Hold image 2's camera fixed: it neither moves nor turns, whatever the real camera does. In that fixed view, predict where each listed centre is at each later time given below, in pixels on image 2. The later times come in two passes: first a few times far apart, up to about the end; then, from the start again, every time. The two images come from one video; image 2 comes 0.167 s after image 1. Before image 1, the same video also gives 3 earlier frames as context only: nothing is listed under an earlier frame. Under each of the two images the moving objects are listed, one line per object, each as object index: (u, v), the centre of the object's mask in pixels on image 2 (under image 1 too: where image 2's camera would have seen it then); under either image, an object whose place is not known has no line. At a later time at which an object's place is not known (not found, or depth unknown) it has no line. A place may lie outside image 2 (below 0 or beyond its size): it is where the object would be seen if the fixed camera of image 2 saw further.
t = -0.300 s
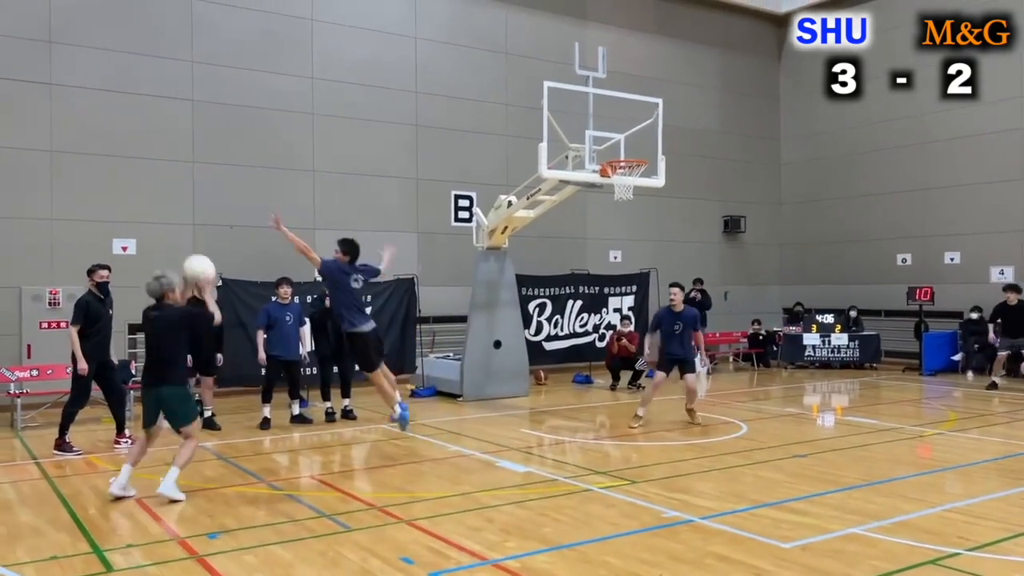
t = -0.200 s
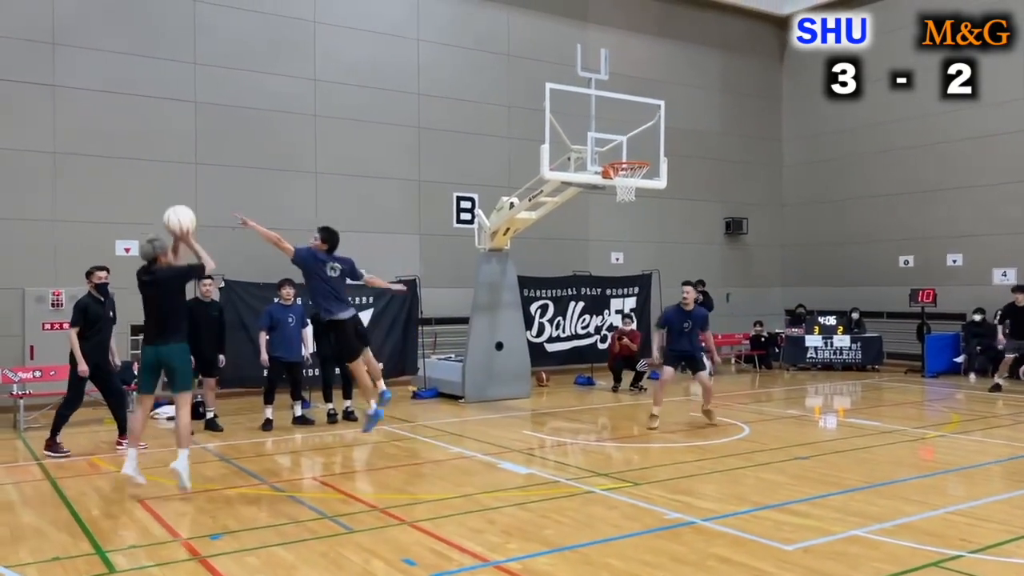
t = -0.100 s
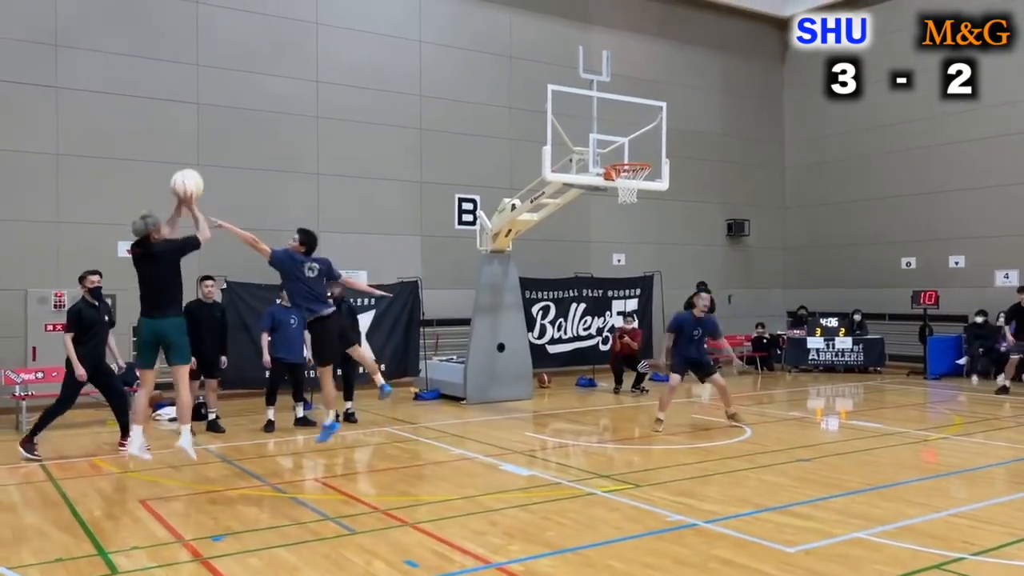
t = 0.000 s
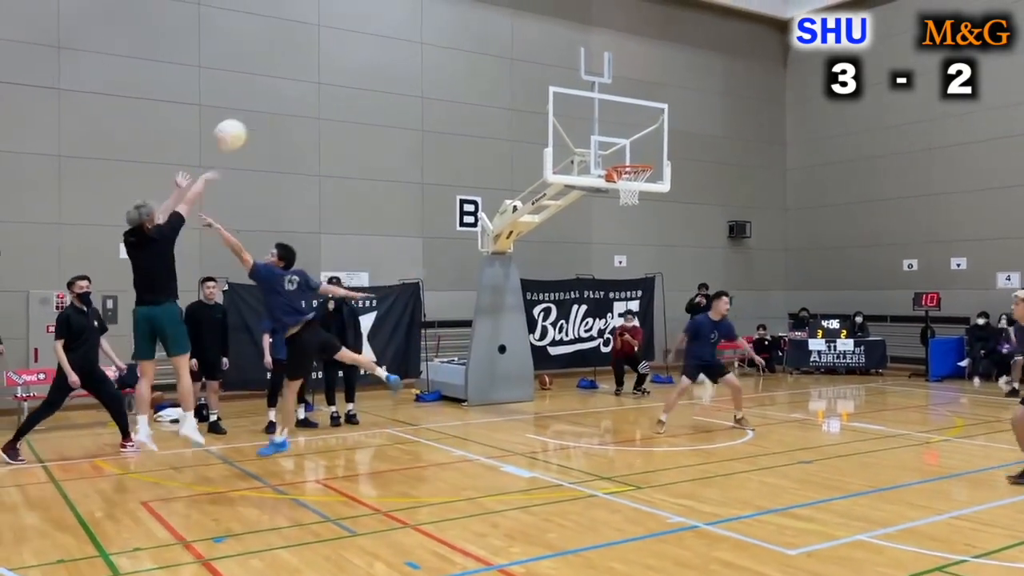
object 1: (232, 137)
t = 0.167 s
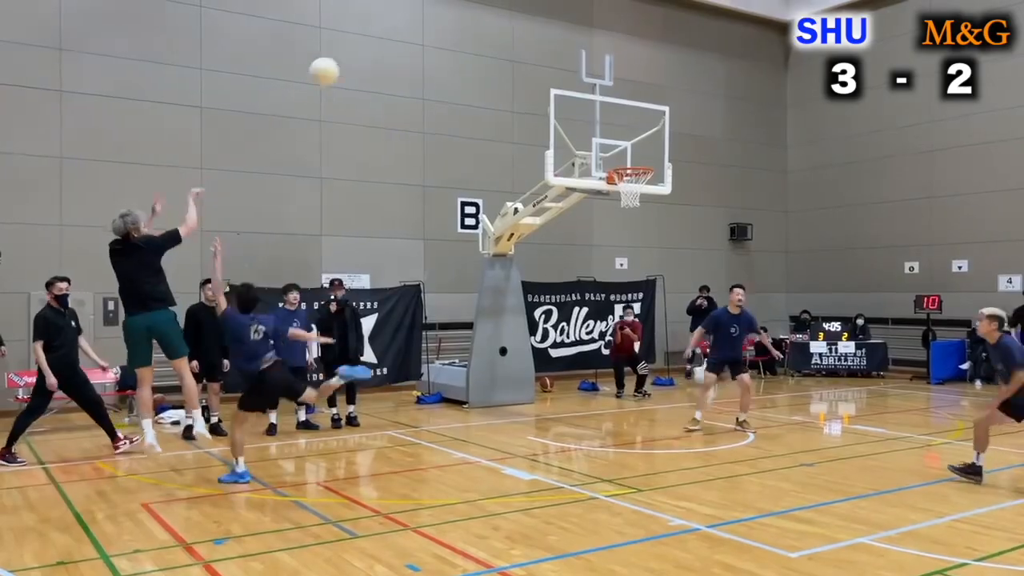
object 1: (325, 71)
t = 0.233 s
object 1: (358, 56)
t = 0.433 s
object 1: (447, 42)
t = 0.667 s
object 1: (534, 75)
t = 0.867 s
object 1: (598, 136)
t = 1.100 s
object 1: (632, 118)
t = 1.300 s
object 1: (650, 97)
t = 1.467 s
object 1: (664, 107)
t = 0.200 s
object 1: (342, 63)
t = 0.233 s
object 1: (358, 56)
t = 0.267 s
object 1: (373, 50)
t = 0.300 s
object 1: (389, 47)
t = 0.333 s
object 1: (404, 45)
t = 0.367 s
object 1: (419, 43)
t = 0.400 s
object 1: (433, 42)
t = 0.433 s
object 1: (447, 42)
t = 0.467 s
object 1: (461, 44)
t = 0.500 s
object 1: (473, 47)
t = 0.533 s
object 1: (486, 51)
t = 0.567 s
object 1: (499, 56)
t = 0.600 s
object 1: (511, 61)
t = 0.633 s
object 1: (523, 68)
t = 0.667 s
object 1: (534, 75)
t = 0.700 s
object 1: (546, 83)
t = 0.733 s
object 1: (557, 92)
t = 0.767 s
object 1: (568, 103)
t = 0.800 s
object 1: (578, 113)
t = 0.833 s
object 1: (588, 124)
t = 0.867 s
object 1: (598, 136)
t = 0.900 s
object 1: (608, 149)
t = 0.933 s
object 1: (617, 159)
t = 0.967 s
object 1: (619, 150)
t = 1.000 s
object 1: (623, 140)
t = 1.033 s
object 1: (626, 131)
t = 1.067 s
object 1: (629, 125)
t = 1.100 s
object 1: (632, 118)
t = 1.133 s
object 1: (635, 113)
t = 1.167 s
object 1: (638, 108)
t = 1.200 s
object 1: (641, 104)
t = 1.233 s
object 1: (644, 100)
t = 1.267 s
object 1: (647, 99)
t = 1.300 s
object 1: (650, 97)
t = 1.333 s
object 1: (653, 98)
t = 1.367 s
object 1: (656, 98)
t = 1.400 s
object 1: (659, 101)
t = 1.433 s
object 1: (662, 103)
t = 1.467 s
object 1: (664, 107)
